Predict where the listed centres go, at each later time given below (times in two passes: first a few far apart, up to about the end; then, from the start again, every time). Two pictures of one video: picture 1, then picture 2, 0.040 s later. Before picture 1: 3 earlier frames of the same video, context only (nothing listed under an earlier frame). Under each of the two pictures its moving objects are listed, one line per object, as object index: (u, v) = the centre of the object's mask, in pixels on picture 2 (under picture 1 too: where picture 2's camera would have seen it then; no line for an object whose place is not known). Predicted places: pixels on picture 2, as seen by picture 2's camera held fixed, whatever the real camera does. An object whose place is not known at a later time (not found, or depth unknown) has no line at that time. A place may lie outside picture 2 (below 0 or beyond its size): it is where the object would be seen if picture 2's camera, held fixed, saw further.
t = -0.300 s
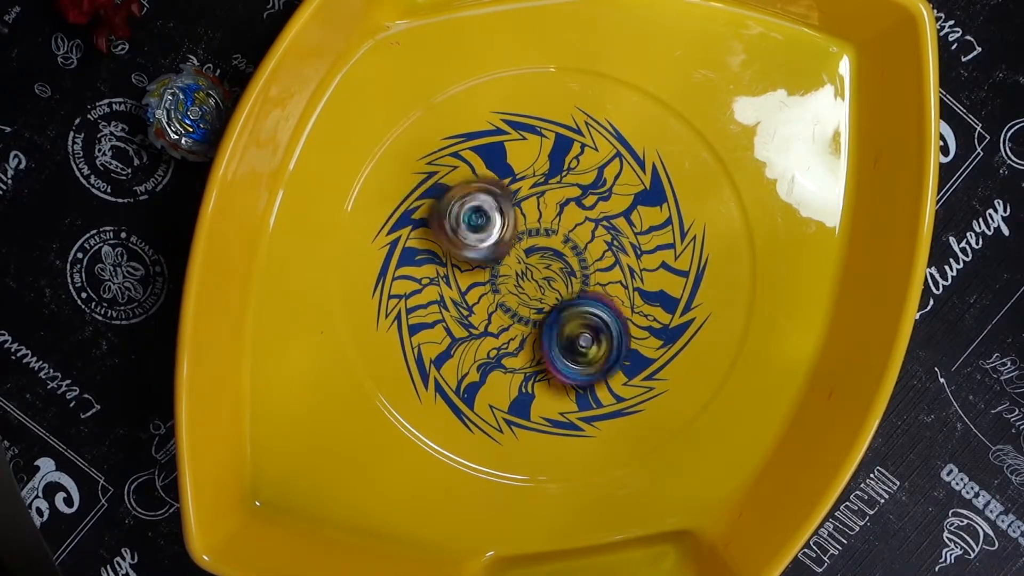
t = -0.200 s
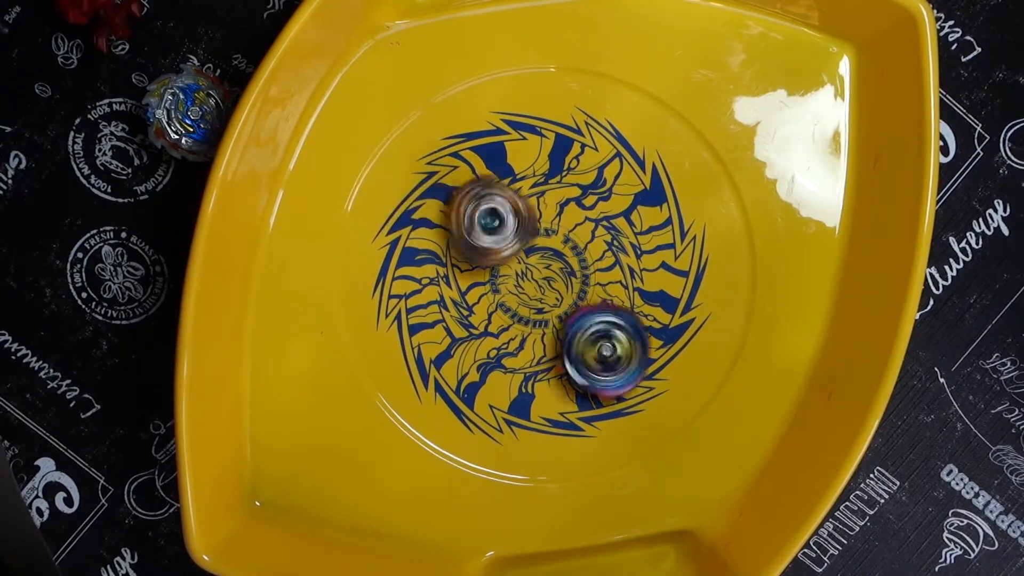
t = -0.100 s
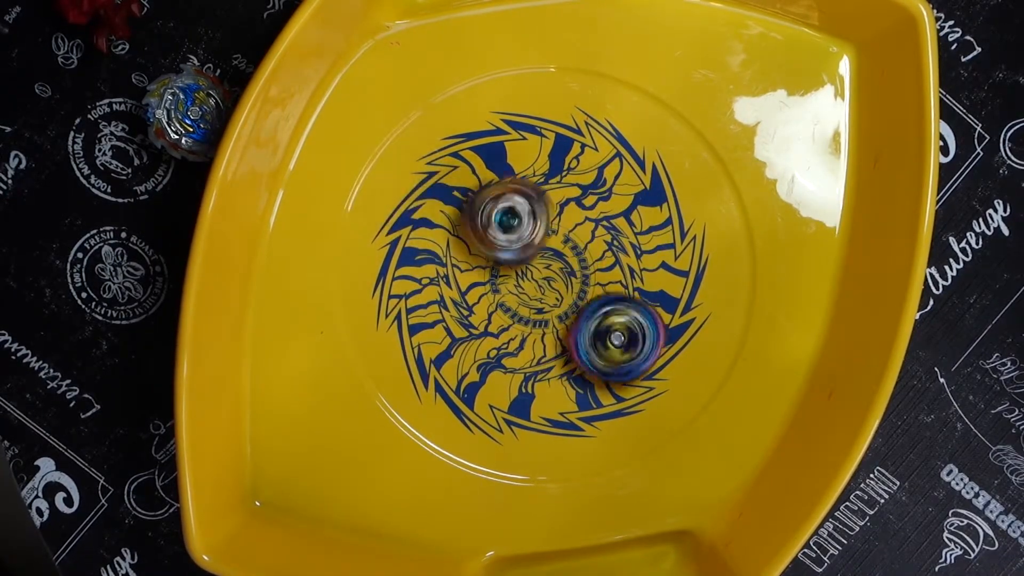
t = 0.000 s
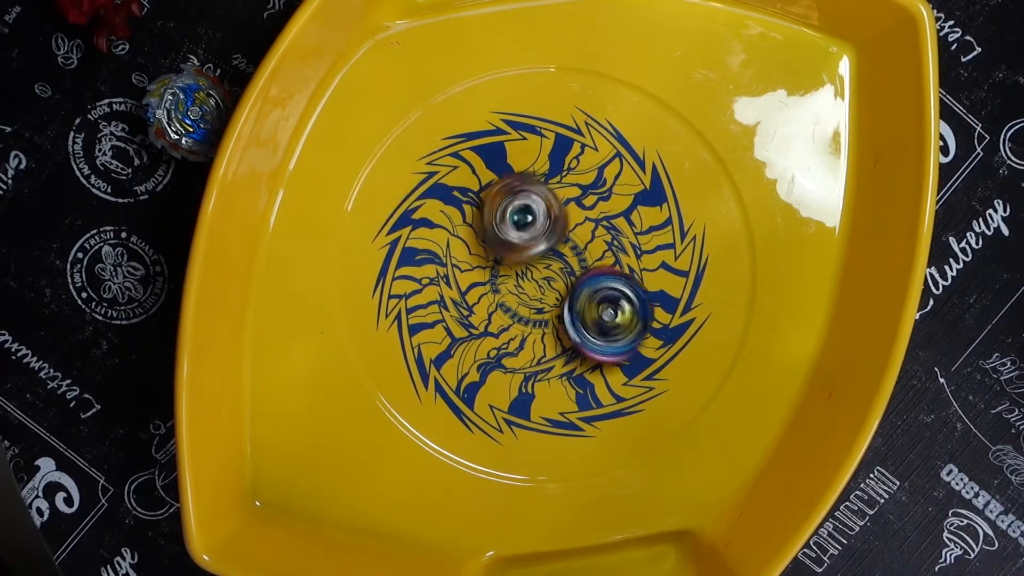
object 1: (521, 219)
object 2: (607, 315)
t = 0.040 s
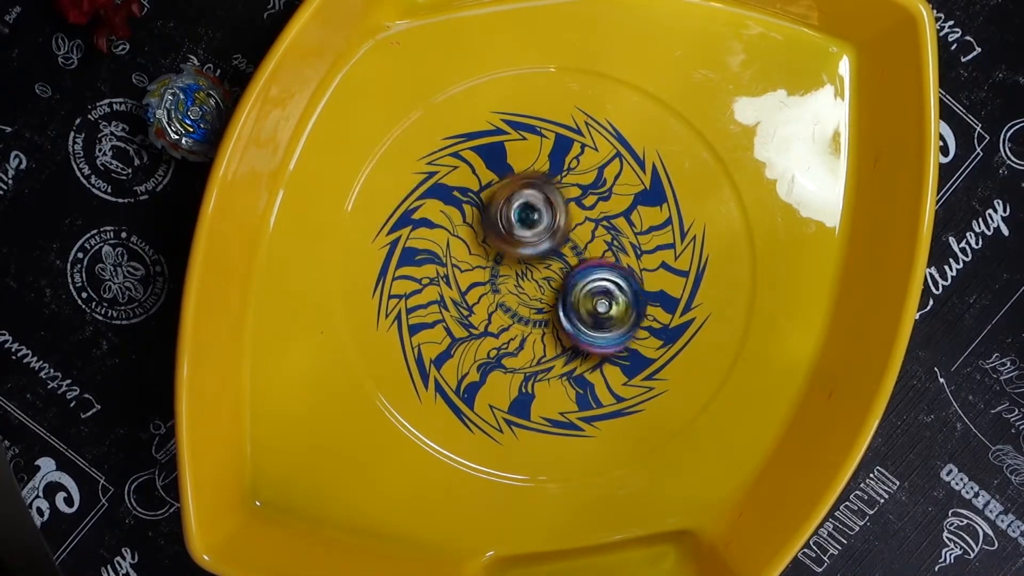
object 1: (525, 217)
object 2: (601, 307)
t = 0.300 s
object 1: (519, 165)
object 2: (568, 320)
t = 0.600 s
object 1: (519, 177)
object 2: (561, 317)
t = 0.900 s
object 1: (481, 199)
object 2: (578, 353)
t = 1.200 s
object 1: (498, 244)
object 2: (570, 370)
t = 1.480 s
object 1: (503, 225)
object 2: (574, 365)
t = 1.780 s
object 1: (493, 215)
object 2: (587, 323)
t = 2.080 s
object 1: (476, 241)
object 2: (573, 284)
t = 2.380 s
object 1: (478, 254)
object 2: (563, 292)
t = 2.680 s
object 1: (496, 245)
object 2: (580, 297)
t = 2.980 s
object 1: (489, 231)
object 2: (576, 296)
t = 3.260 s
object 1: (496, 244)
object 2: (572, 301)
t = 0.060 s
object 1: (527, 217)
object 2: (595, 304)
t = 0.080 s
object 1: (530, 215)
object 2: (589, 300)
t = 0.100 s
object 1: (532, 214)
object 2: (585, 297)
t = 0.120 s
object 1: (533, 213)
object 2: (580, 296)
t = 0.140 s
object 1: (529, 207)
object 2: (579, 300)
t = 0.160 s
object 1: (526, 200)
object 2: (578, 302)
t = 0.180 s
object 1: (524, 195)
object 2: (577, 305)
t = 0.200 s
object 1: (521, 190)
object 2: (575, 308)
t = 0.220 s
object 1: (522, 182)
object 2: (574, 312)
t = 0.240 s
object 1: (521, 177)
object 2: (572, 314)
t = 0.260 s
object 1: (522, 172)
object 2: (571, 317)
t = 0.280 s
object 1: (521, 167)
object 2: (569, 319)
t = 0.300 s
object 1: (519, 165)
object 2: (568, 320)
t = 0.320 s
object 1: (519, 162)
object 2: (568, 321)
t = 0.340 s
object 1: (520, 161)
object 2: (568, 322)
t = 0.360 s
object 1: (519, 160)
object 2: (569, 324)
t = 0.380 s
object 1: (518, 160)
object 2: (568, 328)
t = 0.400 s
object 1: (518, 160)
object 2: (565, 328)
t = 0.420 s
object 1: (519, 159)
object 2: (565, 327)
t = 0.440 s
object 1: (519, 160)
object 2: (565, 328)
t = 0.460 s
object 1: (519, 162)
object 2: (564, 328)
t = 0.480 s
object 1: (520, 163)
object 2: (565, 327)
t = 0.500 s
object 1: (520, 164)
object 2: (566, 328)
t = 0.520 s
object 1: (521, 165)
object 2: (563, 328)
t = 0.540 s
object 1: (521, 168)
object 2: (562, 326)
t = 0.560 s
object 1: (521, 170)
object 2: (561, 323)
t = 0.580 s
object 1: (520, 172)
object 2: (560, 320)
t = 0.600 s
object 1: (519, 177)
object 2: (561, 317)
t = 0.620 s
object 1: (519, 182)
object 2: (561, 316)
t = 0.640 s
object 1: (519, 188)
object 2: (559, 315)
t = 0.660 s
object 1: (518, 195)
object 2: (557, 310)
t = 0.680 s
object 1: (519, 202)
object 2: (557, 307)
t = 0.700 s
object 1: (519, 208)
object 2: (555, 304)
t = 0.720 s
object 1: (519, 214)
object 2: (553, 301)
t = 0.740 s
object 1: (514, 215)
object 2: (554, 306)
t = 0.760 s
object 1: (506, 209)
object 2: (556, 313)
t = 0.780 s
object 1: (501, 204)
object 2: (561, 320)
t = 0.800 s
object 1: (493, 200)
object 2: (567, 329)
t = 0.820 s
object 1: (488, 198)
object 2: (568, 336)
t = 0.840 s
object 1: (484, 196)
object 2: (569, 338)
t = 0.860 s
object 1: (481, 196)
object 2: (574, 342)
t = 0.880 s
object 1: (480, 198)
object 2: (578, 348)
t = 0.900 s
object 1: (481, 199)
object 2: (578, 353)
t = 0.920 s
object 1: (481, 201)
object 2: (578, 356)
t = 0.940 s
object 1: (482, 202)
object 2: (579, 360)
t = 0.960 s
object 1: (483, 203)
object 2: (579, 364)
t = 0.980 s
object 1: (484, 205)
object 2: (578, 368)
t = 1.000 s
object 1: (485, 208)
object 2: (577, 373)
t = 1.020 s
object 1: (485, 209)
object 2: (575, 375)
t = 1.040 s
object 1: (485, 213)
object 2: (575, 375)
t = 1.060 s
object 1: (485, 217)
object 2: (577, 376)
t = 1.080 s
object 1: (487, 219)
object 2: (578, 378)
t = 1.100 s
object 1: (488, 223)
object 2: (576, 379)
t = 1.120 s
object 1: (488, 227)
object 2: (573, 377)
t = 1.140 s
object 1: (490, 231)
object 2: (573, 374)
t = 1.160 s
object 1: (493, 235)
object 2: (573, 373)
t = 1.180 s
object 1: (496, 240)
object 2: (573, 372)
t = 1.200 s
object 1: (498, 244)
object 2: (570, 370)
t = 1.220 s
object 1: (501, 248)
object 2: (567, 366)
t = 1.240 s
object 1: (503, 253)
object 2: (566, 362)
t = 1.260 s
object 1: (507, 257)
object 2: (564, 360)
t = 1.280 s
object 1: (511, 260)
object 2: (562, 356)
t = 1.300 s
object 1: (512, 264)
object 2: (559, 354)
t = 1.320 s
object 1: (517, 266)
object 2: (556, 351)
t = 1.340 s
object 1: (511, 257)
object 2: (558, 354)
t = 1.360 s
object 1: (507, 252)
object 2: (562, 358)
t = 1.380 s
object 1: (506, 246)
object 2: (564, 361)
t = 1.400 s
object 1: (504, 240)
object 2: (568, 365)
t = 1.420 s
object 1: (503, 233)
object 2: (567, 368)
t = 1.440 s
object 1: (502, 230)
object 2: (568, 368)
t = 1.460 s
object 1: (503, 228)
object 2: (571, 366)
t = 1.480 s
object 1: (503, 225)
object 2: (574, 365)
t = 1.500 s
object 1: (503, 221)
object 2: (579, 365)
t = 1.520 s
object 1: (502, 219)
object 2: (581, 368)
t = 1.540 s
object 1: (501, 217)
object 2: (579, 368)
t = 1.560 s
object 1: (499, 216)
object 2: (580, 362)
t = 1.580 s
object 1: (498, 215)
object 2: (582, 359)
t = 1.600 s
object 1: (497, 214)
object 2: (586, 356)
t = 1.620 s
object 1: (496, 213)
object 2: (588, 354)
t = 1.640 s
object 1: (495, 213)
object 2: (589, 354)
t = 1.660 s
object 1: (494, 213)
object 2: (585, 350)
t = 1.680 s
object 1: (494, 213)
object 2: (584, 343)
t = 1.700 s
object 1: (493, 213)
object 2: (586, 337)
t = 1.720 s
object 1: (493, 214)
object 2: (589, 332)
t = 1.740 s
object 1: (493, 215)
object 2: (590, 329)
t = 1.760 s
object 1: (493, 216)
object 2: (590, 327)
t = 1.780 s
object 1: (493, 215)
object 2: (587, 323)
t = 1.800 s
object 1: (492, 218)
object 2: (584, 316)
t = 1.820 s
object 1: (493, 218)
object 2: (584, 308)
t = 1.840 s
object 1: (492, 221)
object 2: (587, 303)
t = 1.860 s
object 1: (493, 222)
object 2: (586, 301)
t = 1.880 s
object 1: (493, 224)
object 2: (586, 299)
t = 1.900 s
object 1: (495, 226)
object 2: (582, 297)
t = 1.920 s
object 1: (495, 229)
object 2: (577, 291)
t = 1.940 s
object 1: (496, 233)
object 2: (574, 284)
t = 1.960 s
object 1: (495, 236)
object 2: (574, 280)
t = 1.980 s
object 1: (493, 236)
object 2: (576, 279)
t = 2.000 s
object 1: (485, 235)
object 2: (579, 282)
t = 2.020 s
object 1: (479, 238)
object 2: (579, 285)
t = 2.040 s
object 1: (477, 241)
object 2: (577, 287)
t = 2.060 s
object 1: (475, 241)
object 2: (574, 286)
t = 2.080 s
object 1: (476, 241)
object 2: (573, 284)
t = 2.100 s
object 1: (473, 241)
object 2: (574, 282)
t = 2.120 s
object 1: (472, 241)
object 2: (575, 282)
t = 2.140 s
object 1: (472, 241)
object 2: (576, 282)
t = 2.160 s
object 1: (473, 242)
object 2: (577, 283)
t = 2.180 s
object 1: (474, 242)
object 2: (577, 285)
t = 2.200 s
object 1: (475, 243)
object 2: (576, 287)
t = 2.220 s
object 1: (475, 244)
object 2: (575, 290)
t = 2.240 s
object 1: (476, 246)
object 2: (572, 292)
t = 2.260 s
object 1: (475, 248)
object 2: (569, 293)
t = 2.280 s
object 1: (477, 251)
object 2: (565, 294)
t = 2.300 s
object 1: (478, 252)
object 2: (562, 295)
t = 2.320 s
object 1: (476, 253)
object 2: (561, 293)
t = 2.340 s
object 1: (476, 254)
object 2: (561, 292)
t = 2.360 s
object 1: (475, 255)
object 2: (561, 292)
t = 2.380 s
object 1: (478, 254)
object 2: (563, 292)
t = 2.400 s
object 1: (479, 254)
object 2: (565, 293)
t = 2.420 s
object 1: (480, 252)
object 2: (567, 295)
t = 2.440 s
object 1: (480, 250)
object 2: (569, 297)
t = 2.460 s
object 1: (481, 251)
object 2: (573, 300)
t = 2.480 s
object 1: (483, 251)
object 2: (574, 304)
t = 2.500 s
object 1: (485, 253)
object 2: (575, 306)
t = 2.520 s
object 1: (487, 253)
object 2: (575, 308)
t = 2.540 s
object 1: (488, 251)
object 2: (574, 309)
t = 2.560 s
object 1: (489, 250)
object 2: (573, 308)
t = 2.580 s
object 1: (489, 249)
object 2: (573, 306)
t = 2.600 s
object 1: (491, 249)
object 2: (574, 303)
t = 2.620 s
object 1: (493, 249)
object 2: (576, 300)
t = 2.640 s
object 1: (495, 248)
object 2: (577, 298)
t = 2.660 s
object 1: (496, 246)
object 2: (579, 297)
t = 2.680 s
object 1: (496, 245)
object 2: (580, 297)
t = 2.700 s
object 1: (496, 243)
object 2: (579, 297)
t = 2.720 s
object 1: (495, 243)
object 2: (578, 298)
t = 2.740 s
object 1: (496, 242)
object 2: (577, 298)
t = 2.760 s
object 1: (496, 240)
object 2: (575, 298)
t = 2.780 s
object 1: (498, 240)
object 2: (573, 299)
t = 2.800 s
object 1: (497, 237)
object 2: (571, 299)
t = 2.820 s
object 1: (493, 236)
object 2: (571, 299)
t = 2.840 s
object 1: (493, 234)
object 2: (572, 298)
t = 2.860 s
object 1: (492, 234)
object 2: (572, 298)
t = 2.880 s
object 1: (491, 233)
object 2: (573, 297)
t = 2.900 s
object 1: (491, 231)
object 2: (573, 296)
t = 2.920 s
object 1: (490, 230)
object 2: (574, 296)
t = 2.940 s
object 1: (489, 231)
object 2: (575, 296)
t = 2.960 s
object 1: (489, 231)
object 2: (576, 296)
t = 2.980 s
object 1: (489, 231)
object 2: (576, 296)
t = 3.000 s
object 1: (489, 231)
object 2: (576, 297)
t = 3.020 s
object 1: (488, 232)
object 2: (576, 297)
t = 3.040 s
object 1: (488, 233)
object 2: (575, 298)
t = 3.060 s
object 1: (488, 234)
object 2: (575, 298)
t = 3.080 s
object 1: (488, 235)
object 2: (574, 298)
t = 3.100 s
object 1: (488, 235)
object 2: (574, 299)
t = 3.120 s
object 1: (489, 236)
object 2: (573, 299)
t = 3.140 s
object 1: (490, 238)
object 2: (573, 299)
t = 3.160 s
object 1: (491, 238)
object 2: (573, 299)
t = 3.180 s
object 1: (492, 240)
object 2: (571, 300)
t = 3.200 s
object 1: (493, 242)
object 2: (570, 299)
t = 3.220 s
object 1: (495, 244)
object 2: (570, 300)
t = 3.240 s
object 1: (496, 246)
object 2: (571, 300)
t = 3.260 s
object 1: (496, 244)
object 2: (572, 301)
